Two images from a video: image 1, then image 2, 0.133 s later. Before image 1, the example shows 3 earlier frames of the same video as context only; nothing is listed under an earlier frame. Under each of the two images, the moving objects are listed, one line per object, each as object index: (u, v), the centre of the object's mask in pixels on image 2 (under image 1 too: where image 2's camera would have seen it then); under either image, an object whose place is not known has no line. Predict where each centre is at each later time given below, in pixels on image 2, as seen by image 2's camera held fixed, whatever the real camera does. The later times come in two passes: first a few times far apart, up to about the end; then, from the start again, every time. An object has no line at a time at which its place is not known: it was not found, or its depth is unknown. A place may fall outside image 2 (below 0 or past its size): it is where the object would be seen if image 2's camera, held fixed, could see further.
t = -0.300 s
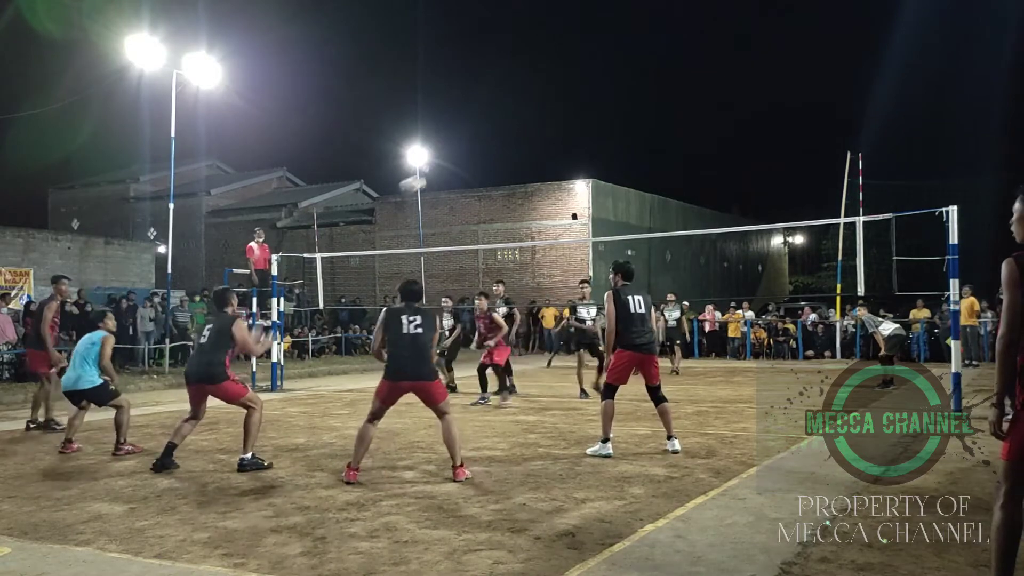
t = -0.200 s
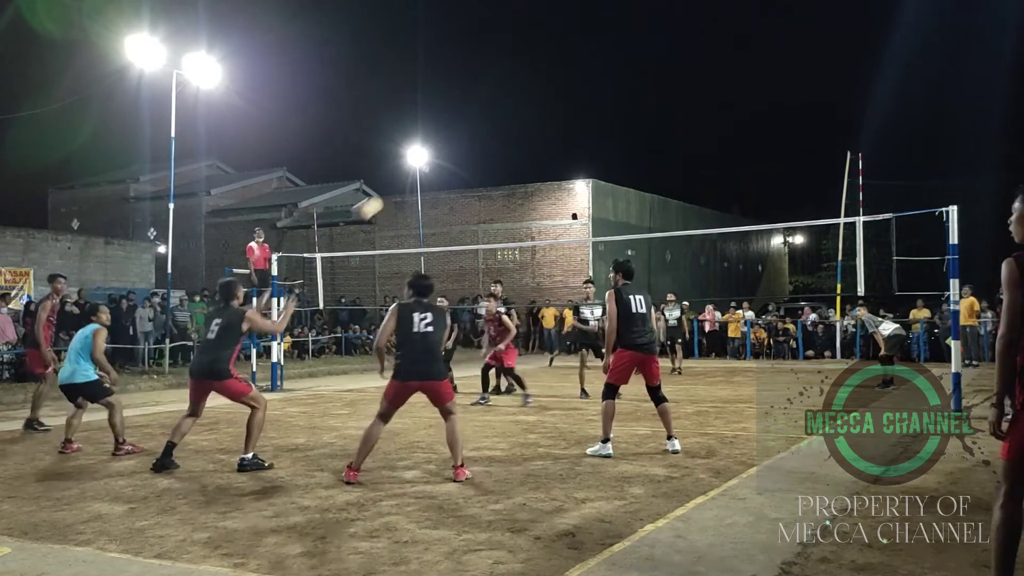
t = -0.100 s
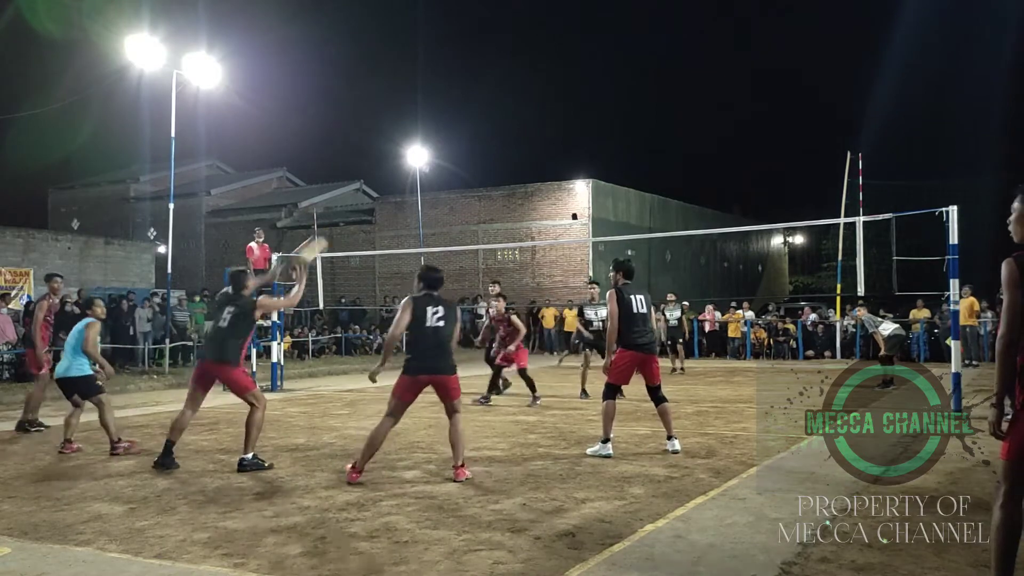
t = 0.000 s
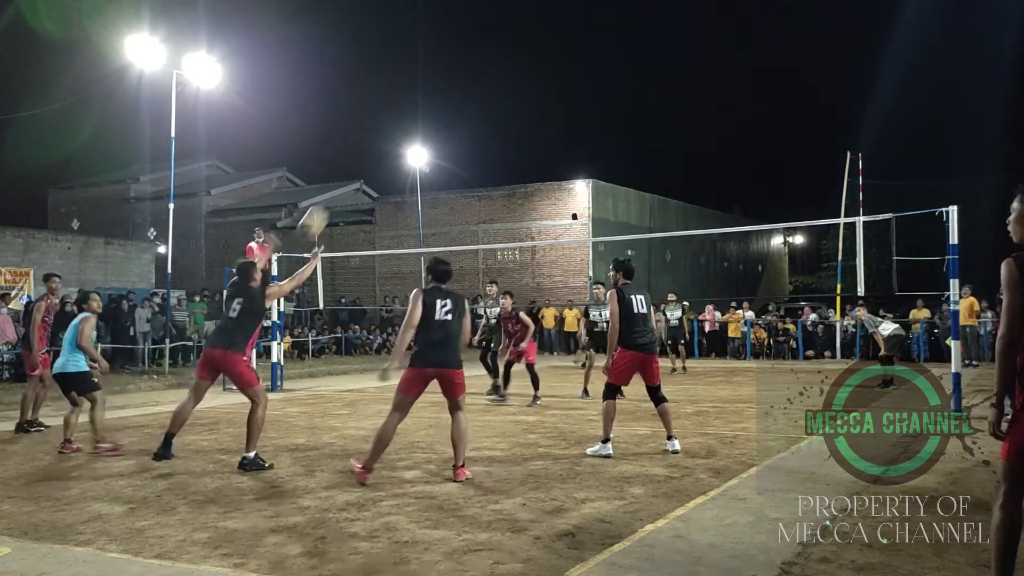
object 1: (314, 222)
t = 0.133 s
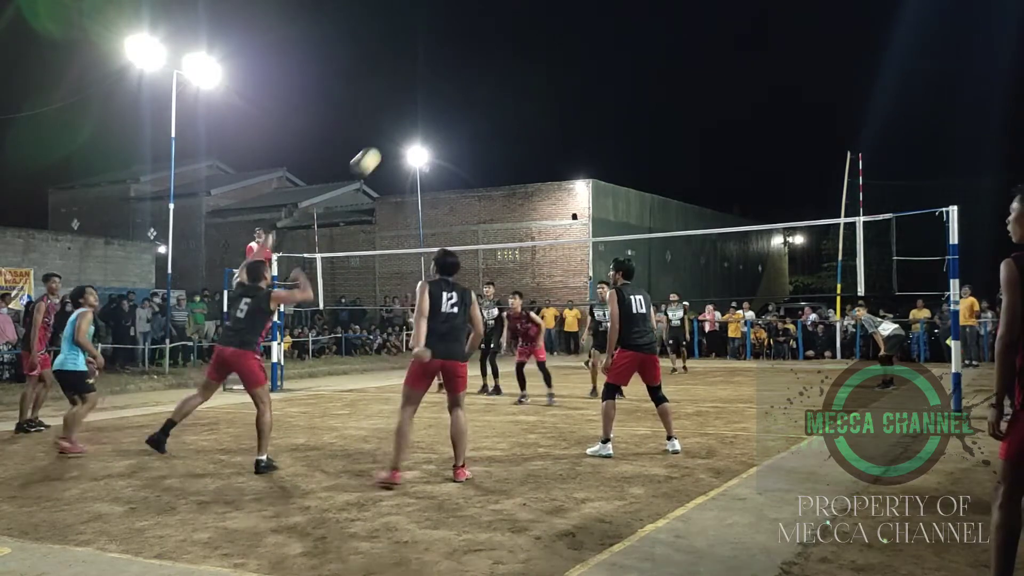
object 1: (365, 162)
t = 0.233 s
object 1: (401, 131)
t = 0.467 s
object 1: (467, 107)
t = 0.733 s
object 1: (531, 137)
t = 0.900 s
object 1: (565, 177)
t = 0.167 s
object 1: (378, 150)
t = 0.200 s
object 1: (389, 140)
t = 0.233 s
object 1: (401, 131)
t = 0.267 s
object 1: (411, 125)
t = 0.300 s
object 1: (421, 119)
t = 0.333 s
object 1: (431, 115)
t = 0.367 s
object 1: (440, 111)
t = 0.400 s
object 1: (450, 109)
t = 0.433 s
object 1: (459, 108)
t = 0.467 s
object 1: (467, 107)
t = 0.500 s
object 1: (476, 108)
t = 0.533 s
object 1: (485, 110)
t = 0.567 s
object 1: (493, 112)
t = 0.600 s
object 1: (501, 115)
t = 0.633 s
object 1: (509, 119)
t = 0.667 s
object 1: (516, 125)
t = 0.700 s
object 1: (524, 130)
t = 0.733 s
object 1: (531, 137)
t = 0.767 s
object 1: (538, 144)
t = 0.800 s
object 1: (545, 151)
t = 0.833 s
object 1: (552, 160)
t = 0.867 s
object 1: (559, 169)
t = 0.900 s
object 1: (565, 177)
